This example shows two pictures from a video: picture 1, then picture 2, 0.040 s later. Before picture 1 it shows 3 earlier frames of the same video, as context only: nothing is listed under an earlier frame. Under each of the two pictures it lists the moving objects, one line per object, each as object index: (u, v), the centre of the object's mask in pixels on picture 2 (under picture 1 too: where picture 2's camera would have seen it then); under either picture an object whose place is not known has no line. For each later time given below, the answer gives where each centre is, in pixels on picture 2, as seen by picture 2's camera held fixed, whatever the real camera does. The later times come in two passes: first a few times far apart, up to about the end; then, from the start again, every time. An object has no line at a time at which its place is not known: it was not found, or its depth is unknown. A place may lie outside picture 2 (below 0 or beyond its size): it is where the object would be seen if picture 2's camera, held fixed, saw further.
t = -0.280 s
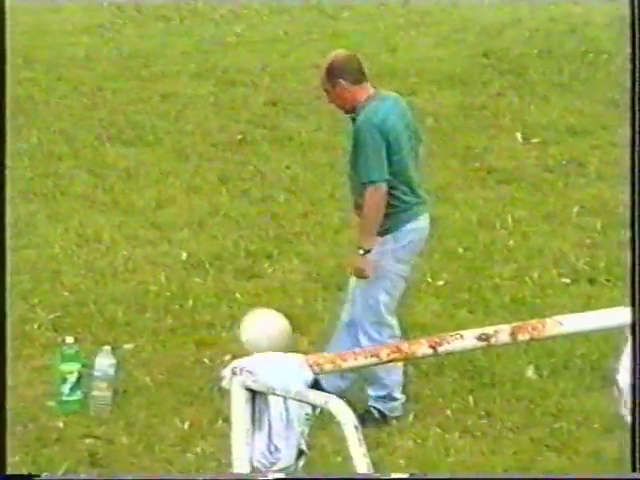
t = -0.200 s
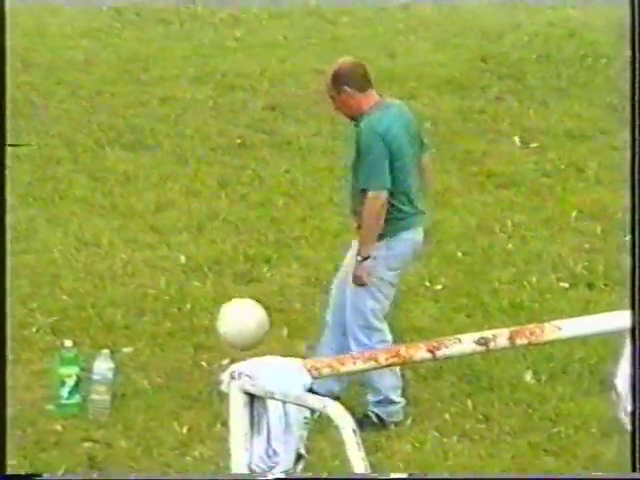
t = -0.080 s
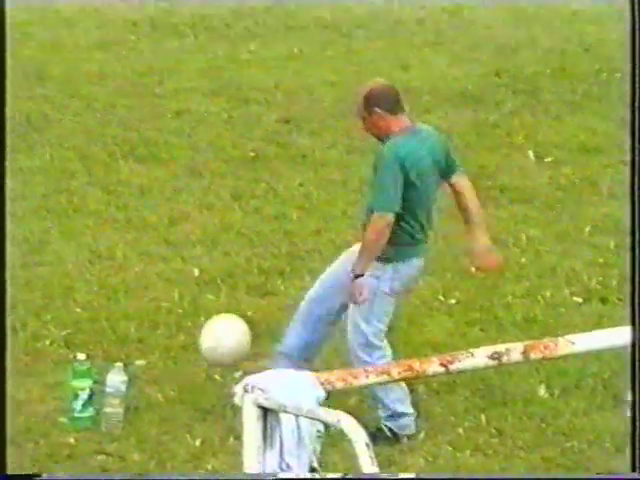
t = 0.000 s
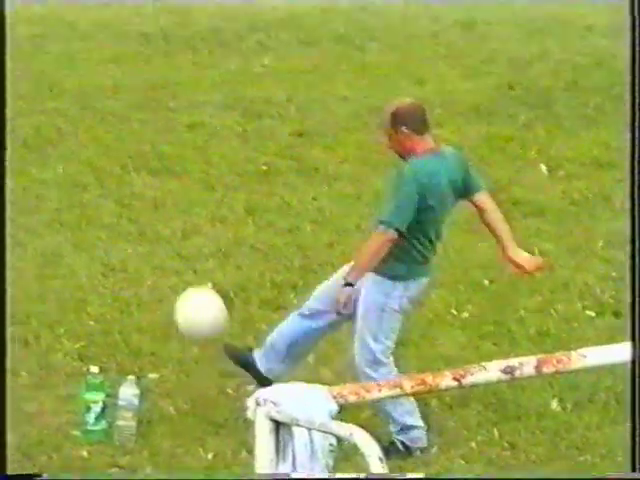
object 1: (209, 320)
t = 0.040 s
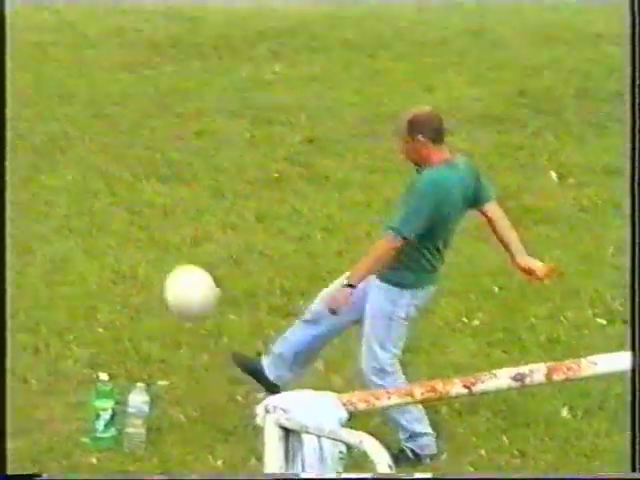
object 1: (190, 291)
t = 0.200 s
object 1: (109, 206)
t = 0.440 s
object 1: (2, 183)
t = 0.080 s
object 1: (169, 265)
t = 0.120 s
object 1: (149, 241)
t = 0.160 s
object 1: (130, 222)
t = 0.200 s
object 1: (109, 206)
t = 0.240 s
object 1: (89, 194)
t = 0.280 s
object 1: (68, 185)
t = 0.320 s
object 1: (49, 180)
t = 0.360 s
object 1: (29, 177)
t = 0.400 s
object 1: (12, 179)
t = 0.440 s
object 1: (2, 183)
